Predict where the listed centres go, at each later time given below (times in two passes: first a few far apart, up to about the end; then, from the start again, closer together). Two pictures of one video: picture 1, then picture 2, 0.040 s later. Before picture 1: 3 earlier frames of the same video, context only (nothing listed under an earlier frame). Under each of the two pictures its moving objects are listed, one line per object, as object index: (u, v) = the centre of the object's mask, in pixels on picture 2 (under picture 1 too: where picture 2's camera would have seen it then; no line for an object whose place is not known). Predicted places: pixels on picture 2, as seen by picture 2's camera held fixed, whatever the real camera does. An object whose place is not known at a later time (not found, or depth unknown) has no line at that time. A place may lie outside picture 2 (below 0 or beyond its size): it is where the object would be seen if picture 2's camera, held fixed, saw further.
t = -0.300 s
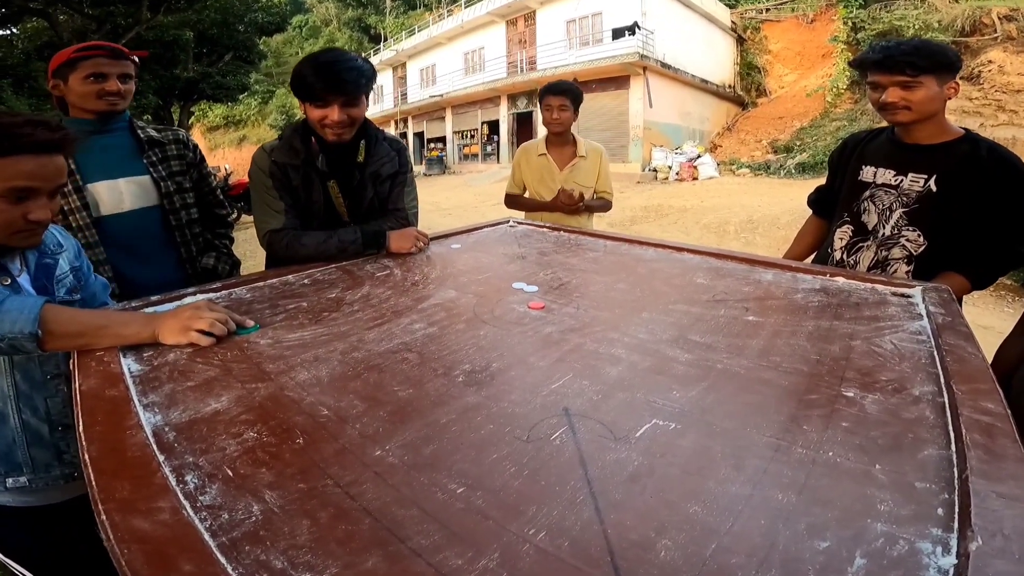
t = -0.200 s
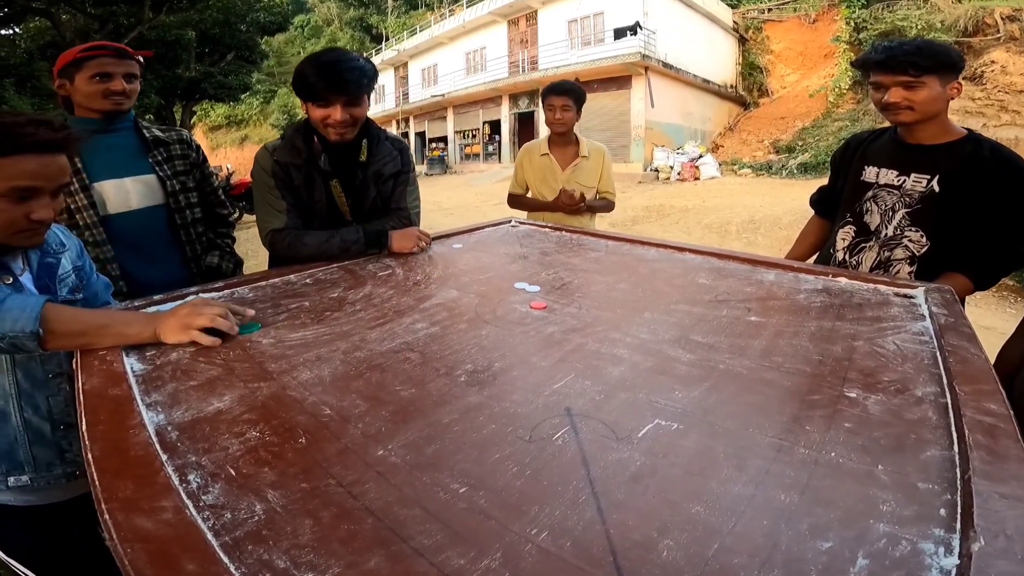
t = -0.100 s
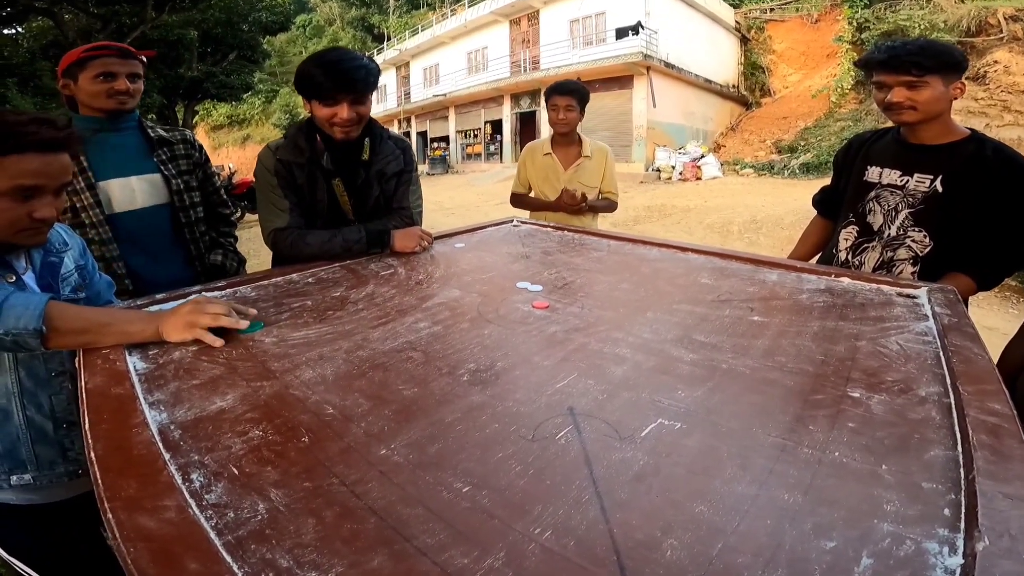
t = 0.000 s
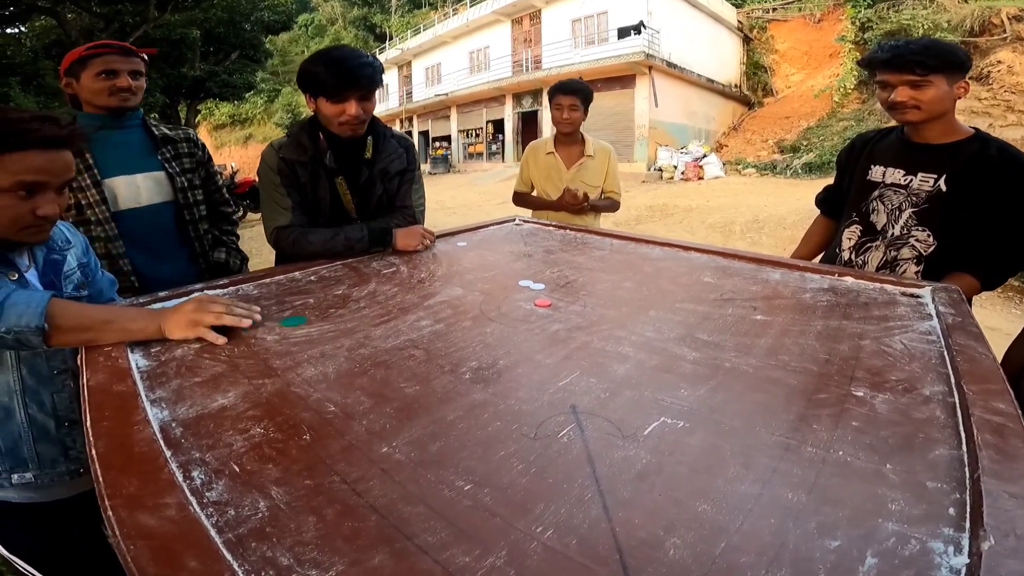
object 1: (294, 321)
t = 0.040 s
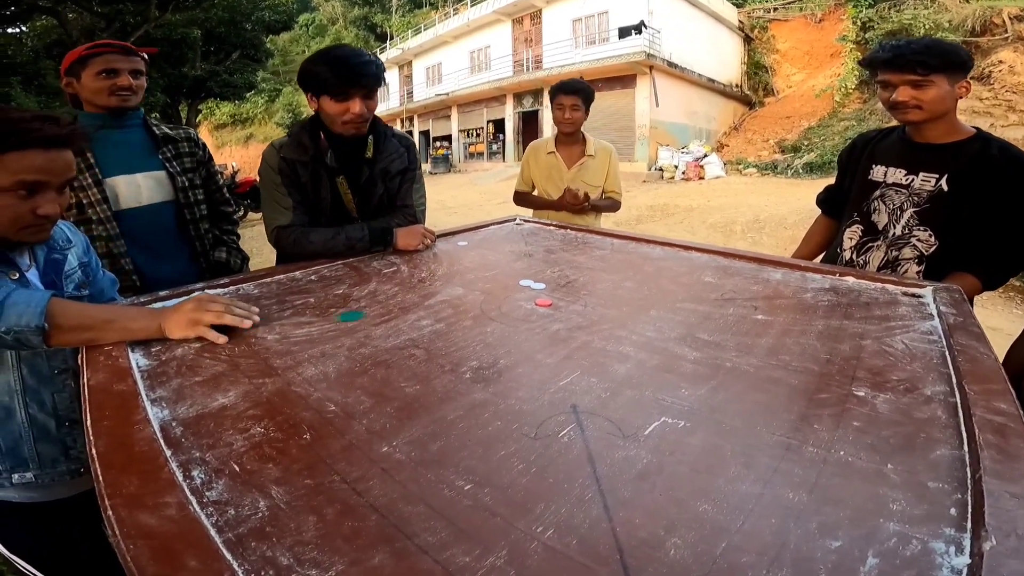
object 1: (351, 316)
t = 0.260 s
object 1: (556, 295)
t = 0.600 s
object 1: (616, 283)
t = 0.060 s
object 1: (378, 314)
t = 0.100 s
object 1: (430, 310)
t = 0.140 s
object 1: (480, 306)
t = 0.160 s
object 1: (503, 304)
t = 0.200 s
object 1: (534, 300)
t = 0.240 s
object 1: (549, 296)
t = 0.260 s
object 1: (556, 295)
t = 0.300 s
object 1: (568, 292)
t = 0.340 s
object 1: (579, 290)
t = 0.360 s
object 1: (584, 289)
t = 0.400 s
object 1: (593, 287)
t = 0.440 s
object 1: (600, 286)
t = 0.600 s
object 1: (616, 283)
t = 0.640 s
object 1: (617, 283)
